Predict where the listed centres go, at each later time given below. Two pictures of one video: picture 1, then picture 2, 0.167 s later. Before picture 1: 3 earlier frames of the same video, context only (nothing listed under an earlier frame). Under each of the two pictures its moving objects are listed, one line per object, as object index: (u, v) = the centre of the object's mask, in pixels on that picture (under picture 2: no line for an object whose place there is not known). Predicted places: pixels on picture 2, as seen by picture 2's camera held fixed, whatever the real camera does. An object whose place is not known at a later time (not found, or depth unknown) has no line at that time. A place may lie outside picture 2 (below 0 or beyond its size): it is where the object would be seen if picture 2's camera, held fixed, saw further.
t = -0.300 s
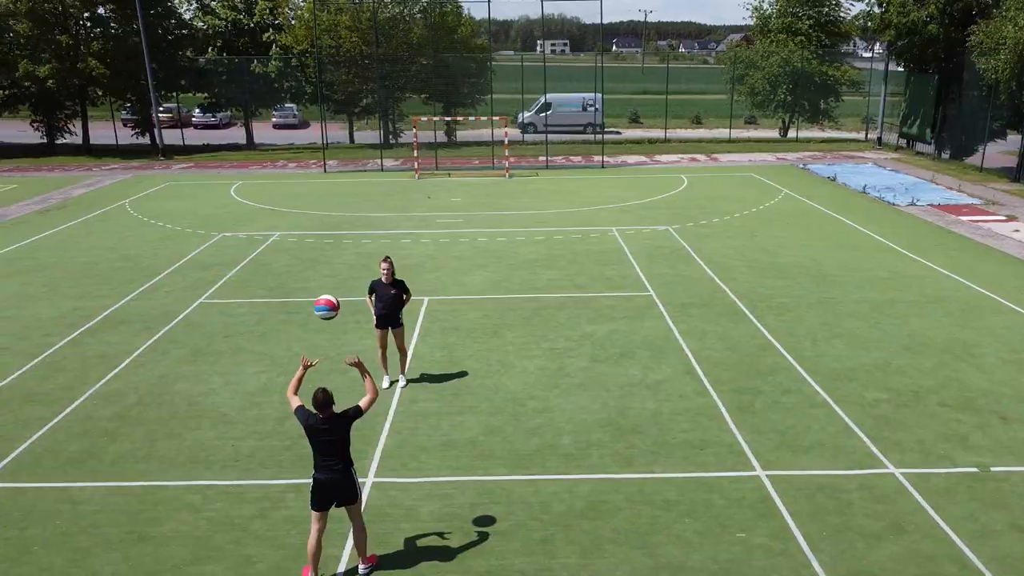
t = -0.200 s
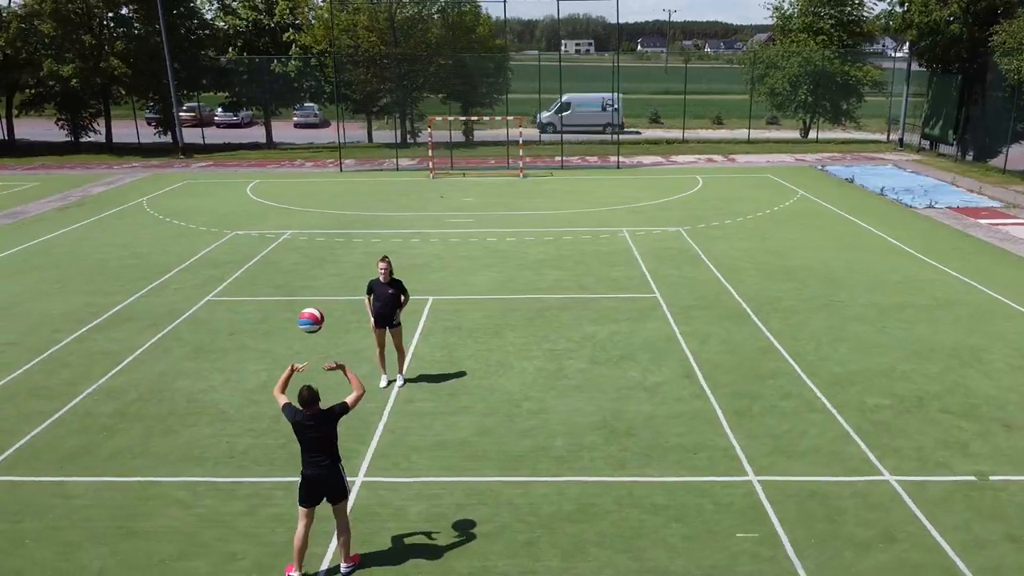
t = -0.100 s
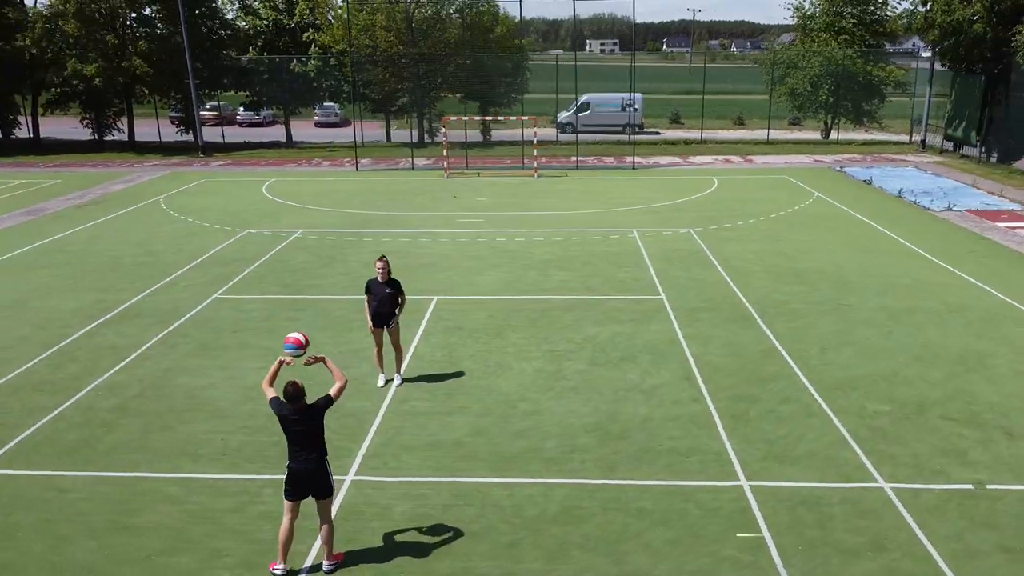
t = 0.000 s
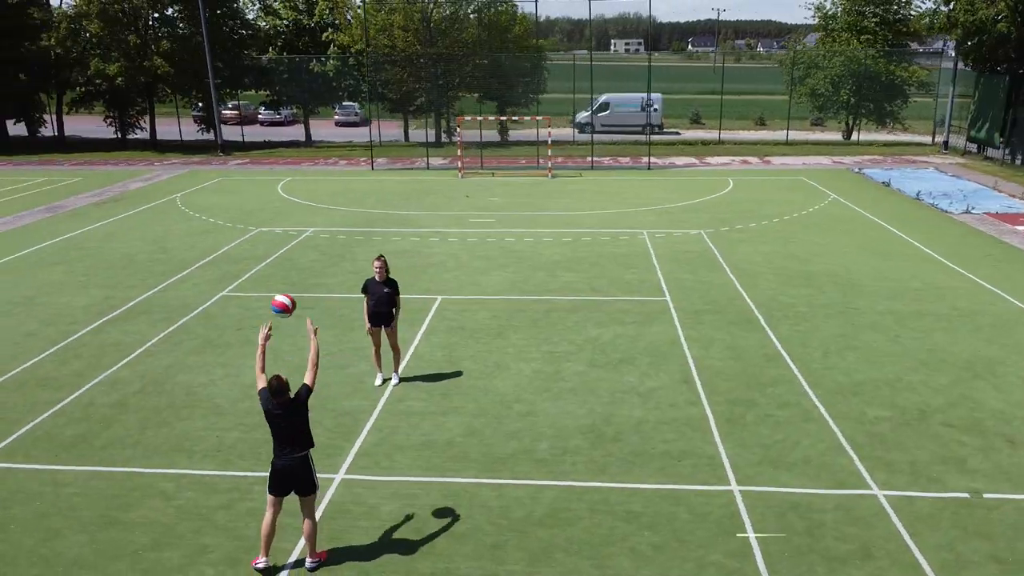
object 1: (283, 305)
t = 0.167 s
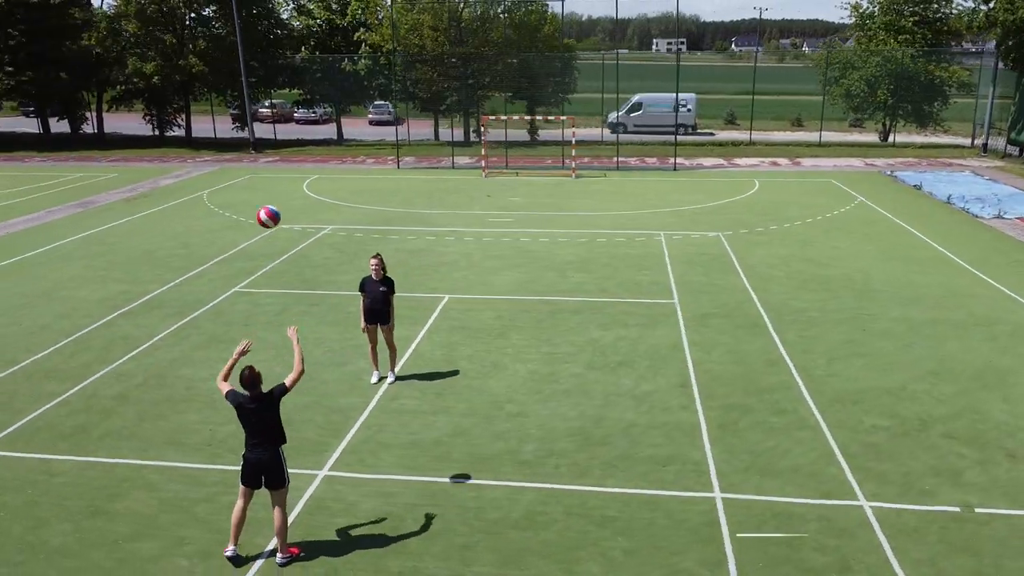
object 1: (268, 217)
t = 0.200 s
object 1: (263, 204)
